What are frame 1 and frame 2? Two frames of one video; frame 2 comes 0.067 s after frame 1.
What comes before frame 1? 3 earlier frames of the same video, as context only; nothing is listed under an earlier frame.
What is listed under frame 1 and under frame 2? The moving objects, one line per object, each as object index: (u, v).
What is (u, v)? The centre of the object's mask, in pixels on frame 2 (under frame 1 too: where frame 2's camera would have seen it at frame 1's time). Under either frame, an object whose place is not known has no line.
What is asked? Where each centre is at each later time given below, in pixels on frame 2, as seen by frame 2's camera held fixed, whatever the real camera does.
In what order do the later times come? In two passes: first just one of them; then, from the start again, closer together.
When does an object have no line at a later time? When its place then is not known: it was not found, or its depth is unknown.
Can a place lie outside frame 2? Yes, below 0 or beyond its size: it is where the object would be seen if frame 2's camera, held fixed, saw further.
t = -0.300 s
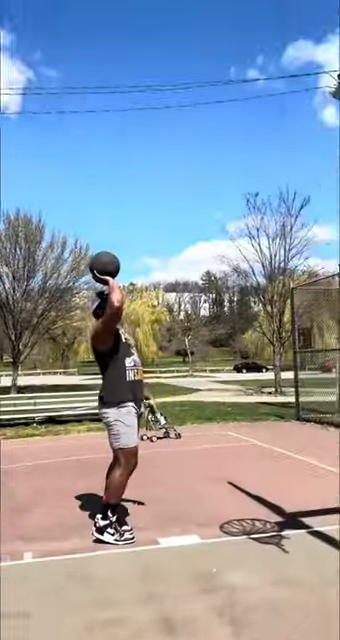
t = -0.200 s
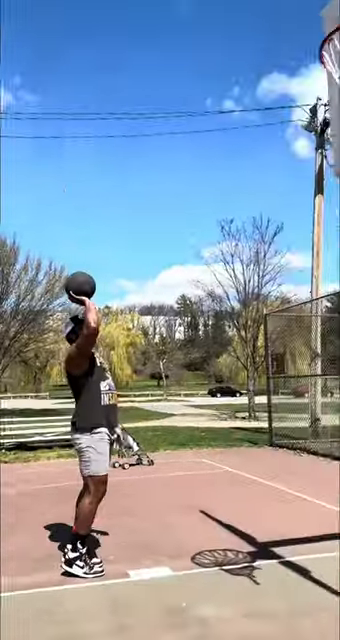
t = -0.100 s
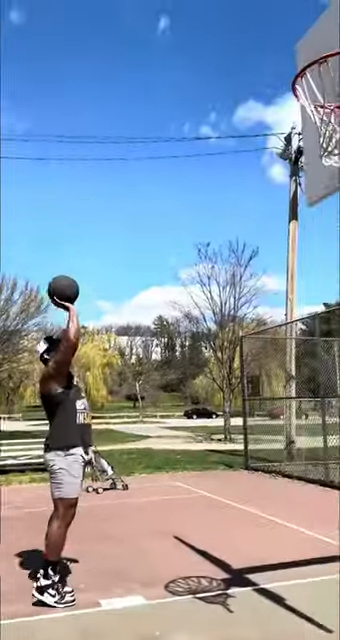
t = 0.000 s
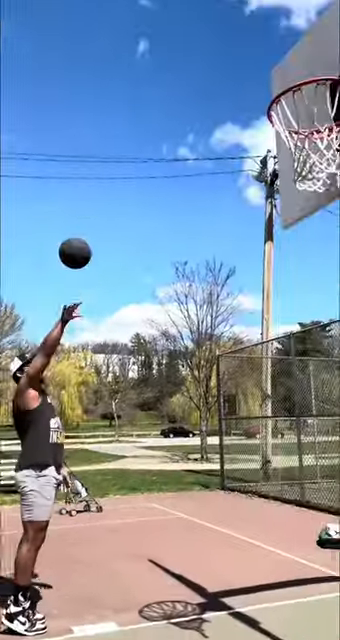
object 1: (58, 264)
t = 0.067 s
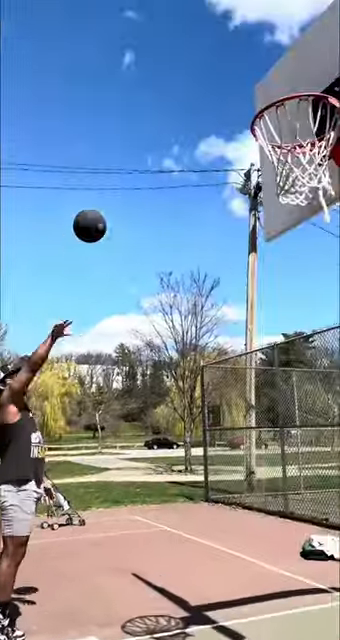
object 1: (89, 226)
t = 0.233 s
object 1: (173, 152)
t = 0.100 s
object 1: (105, 209)
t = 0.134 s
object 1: (122, 193)
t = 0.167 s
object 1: (138, 178)
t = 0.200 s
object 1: (156, 164)
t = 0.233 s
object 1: (173, 152)
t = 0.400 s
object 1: (265, 101)
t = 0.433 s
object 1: (286, 92)
